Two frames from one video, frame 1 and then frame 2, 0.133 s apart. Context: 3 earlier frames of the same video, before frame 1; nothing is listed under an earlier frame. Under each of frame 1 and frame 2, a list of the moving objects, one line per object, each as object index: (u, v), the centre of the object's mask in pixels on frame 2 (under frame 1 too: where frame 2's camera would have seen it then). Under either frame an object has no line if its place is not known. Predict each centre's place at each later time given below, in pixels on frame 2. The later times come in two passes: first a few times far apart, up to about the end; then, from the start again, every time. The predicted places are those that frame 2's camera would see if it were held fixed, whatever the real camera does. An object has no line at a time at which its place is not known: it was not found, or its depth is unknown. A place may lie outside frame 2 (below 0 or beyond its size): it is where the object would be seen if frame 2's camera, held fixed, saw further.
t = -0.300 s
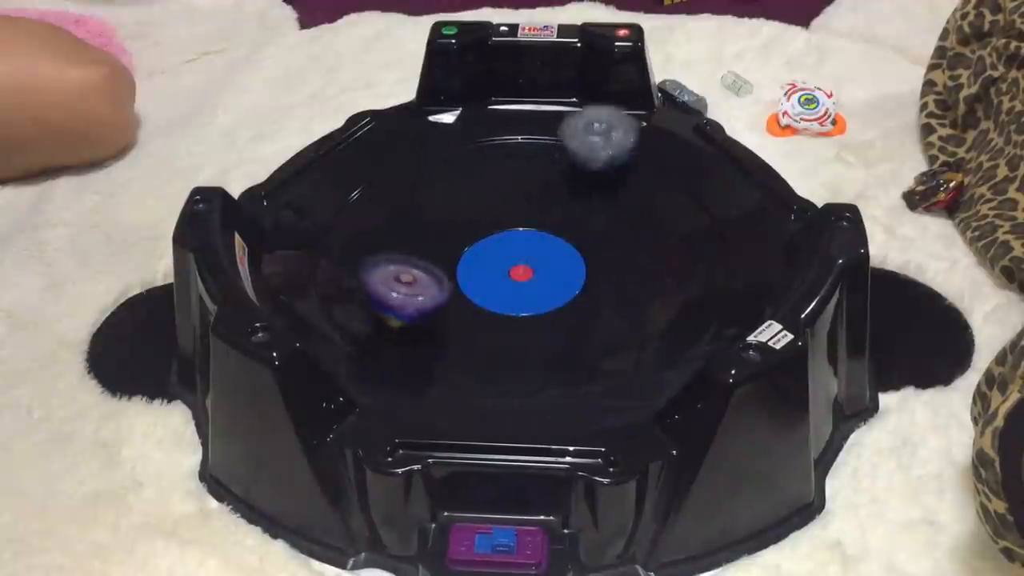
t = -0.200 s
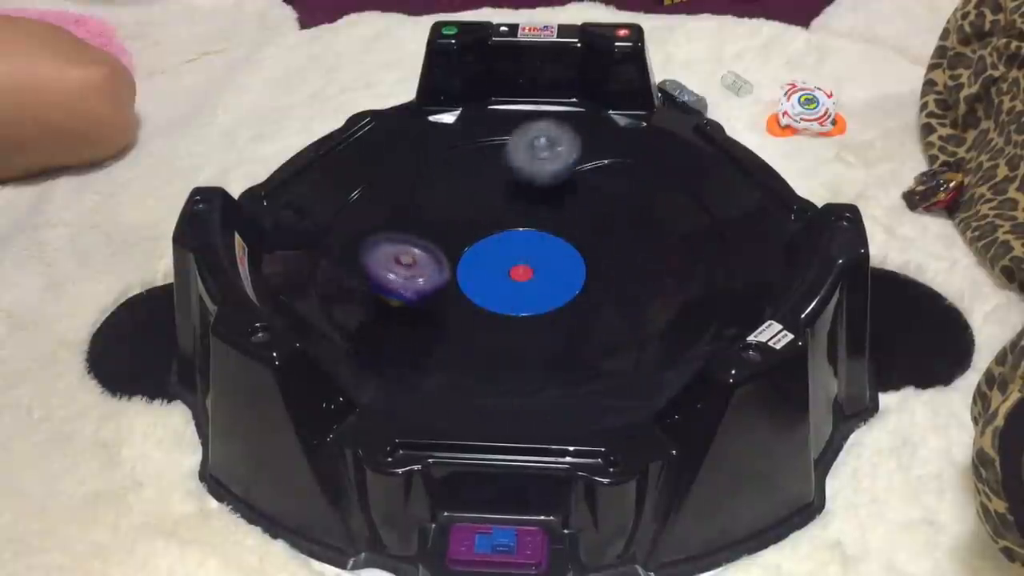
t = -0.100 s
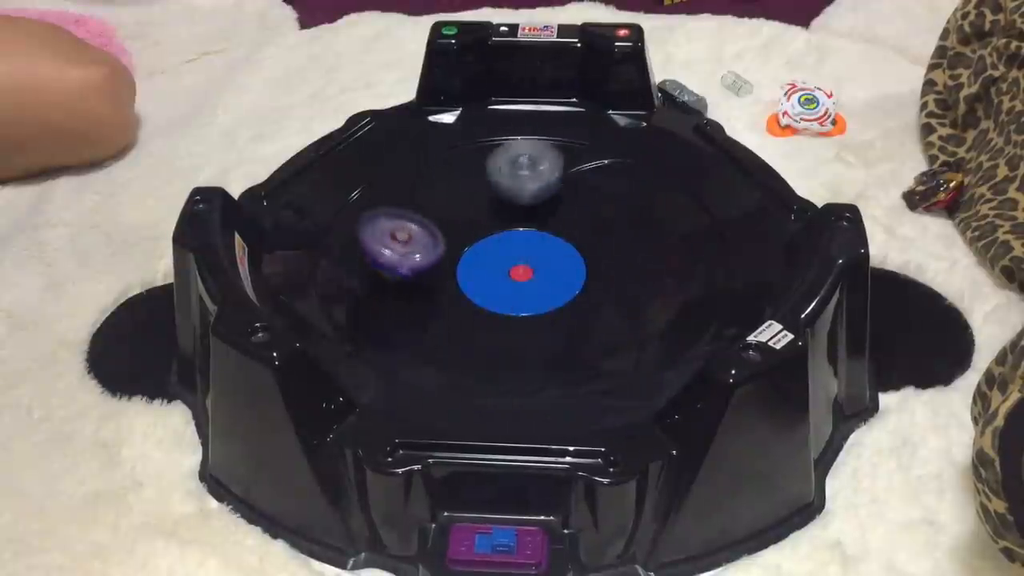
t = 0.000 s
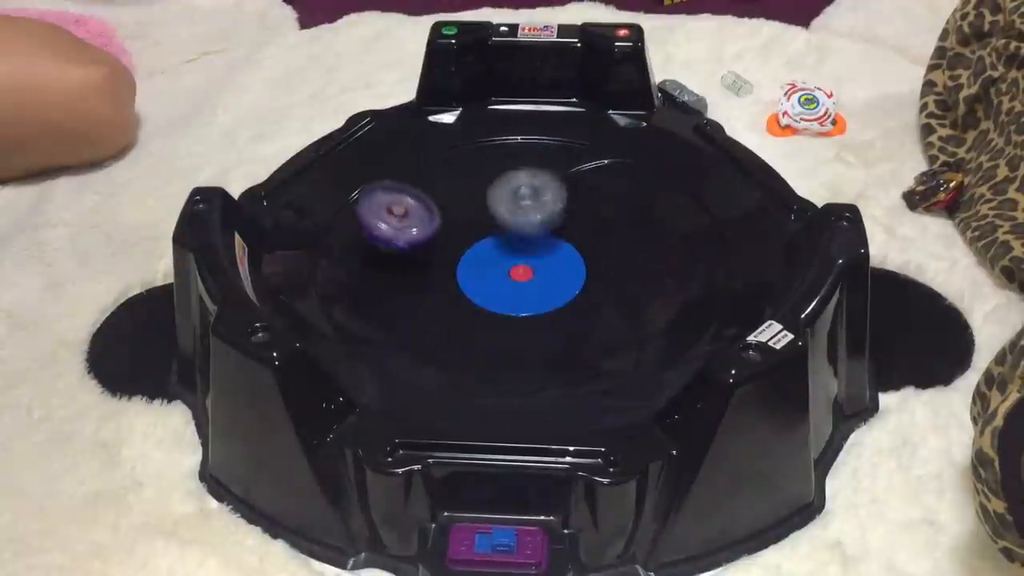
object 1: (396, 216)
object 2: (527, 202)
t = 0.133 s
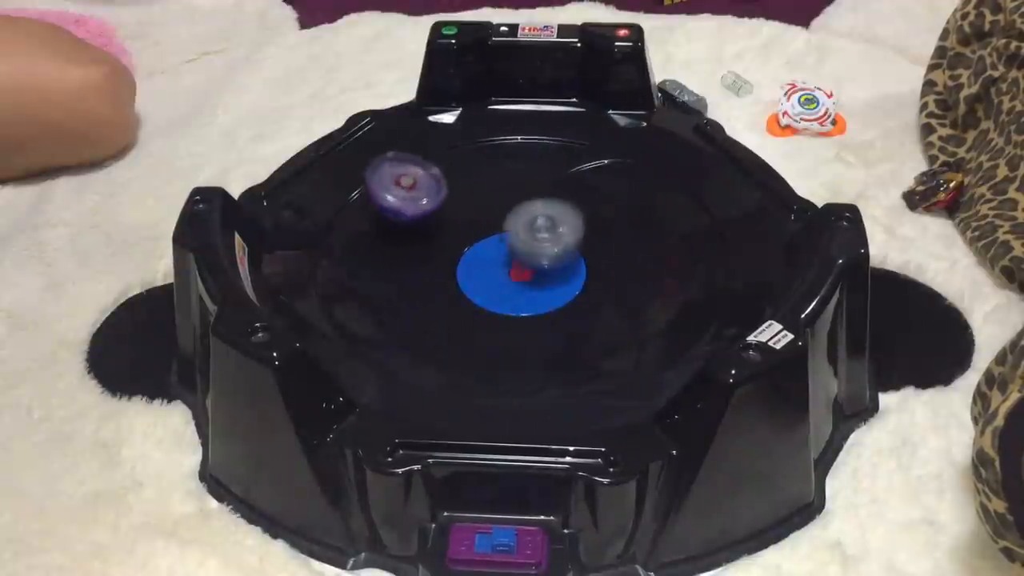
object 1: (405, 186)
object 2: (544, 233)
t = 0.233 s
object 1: (417, 167)
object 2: (569, 249)
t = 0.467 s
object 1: (451, 154)
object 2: (641, 260)
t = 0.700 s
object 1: (523, 146)
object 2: (644, 239)
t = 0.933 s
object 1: (590, 158)
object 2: (579, 249)
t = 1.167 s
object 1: (639, 184)
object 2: (512, 279)
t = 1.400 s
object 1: (658, 228)
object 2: (505, 316)
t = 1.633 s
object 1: (639, 275)
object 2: (525, 303)
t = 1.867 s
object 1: (583, 313)
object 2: (503, 260)
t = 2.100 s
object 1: (508, 324)
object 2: (451, 244)
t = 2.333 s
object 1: (440, 303)
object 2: (425, 239)
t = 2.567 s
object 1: (379, 288)
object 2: (454, 224)
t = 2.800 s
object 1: (393, 271)
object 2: (476, 218)
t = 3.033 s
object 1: (413, 234)
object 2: (513, 209)
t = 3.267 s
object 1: (452, 191)
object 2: (560, 198)
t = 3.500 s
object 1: (465, 191)
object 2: (620, 184)
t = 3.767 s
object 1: (492, 205)
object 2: (615, 188)
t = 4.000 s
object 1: (484, 230)
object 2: (603, 228)
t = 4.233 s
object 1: (458, 257)
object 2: (653, 254)
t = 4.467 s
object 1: (445, 264)
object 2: (641, 259)
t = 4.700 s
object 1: (435, 262)
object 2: (569, 272)
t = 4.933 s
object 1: (433, 250)
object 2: (518, 286)
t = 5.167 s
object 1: (443, 234)
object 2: (527, 283)
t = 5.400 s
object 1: (463, 217)
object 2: (537, 258)
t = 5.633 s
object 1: (492, 202)
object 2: (584, 264)
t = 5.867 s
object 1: (525, 212)
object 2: (594, 257)
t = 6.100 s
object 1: (534, 225)
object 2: (596, 270)
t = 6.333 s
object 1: (524, 233)
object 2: (619, 310)
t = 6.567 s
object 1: (482, 223)
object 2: (632, 309)
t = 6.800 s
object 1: (459, 234)
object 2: (619, 287)
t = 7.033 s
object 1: (460, 233)
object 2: (560, 240)
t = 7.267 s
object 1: (431, 225)
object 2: (521, 210)
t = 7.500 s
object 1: (413, 210)
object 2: (520, 208)
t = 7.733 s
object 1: (429, 200)
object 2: (536, 225)
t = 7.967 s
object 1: (463, 207)
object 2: (559, 249)
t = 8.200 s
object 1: (485, 230)
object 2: (571, 258)
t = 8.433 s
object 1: (479, 252)
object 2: (572, 265)
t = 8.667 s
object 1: (458, 256)
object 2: (563, 264)
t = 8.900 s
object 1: (438, 238)
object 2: (578, 254)
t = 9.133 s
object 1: (452, 217)
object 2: (533, 244)
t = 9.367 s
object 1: (442, 182)
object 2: (561, 279)
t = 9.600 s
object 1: (476, 187)
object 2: (546, 311)
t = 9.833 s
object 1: (506, 224)
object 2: (528, 315)
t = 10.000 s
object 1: (512, 233)
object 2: (504, 315)
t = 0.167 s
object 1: (408, 179)
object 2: (551, 238)
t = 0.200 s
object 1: (412, 173)
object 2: (559, 245)
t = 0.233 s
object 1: (417, 167)
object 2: (569, 249)
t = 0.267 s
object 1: (422, 162)
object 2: (579, 252)
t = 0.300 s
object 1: (426, 159)
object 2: (589, 254)
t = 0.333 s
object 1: (430, 157)
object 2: (600, 257)
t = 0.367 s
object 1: (434, 157)
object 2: (611, 259)
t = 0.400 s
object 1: (438, 156)
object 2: (622, 260)
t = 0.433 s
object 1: (444, 155)
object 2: (632, 261)
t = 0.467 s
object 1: (451, 154)
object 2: (641, 260)
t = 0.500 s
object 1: (460, 153)
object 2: (650, 258)
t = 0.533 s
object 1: (472, 151)
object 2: (655, 255)
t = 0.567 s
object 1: (481, 148)
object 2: (658, 252)
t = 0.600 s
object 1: (491, 147)
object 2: (659, 248)
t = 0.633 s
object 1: (502, 147)
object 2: (657, 245)
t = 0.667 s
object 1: (512, 147)
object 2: (652, 243)
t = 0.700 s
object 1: (523, 146)
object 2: (644, 239)
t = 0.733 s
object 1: (533, 146)
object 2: (635, 238)
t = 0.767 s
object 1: (544, 147)
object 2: (624, 237)
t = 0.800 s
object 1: (555, 148)
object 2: (613, 238)
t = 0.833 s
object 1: (564, 152)
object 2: (602, 239)
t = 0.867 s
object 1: (573, 154)
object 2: (590, 242)
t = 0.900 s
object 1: (582, 156)
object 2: (584, 244)
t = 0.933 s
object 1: (590, 158)
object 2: (579, 249)
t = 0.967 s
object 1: (598, 159)
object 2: (569, 251)
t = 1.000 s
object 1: (606, 163)
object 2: (557, 253)
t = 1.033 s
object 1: (614, 166)
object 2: (544, 255)
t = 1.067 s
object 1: (621, 170)
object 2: (534, 260)
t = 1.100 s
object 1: (628, 174)
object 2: (523, 265)
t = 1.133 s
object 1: (633, 179)
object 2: (516, 271)
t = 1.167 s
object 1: (639, 184)
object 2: (512, 279)
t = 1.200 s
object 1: (644, 190)
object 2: (509, 285)
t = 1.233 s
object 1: (648, 195)
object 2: (508, 291)
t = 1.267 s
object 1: (652, 201)
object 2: (506, 297)
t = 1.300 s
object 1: (655, 207)
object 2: (504, 303)
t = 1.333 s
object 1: (657, 214)
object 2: (503, 308)
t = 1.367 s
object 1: (658, 221)
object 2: (504, 312)
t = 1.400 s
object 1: (658, 228)
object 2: (505, 316)
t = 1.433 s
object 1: (658, 235)
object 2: (508, 318)
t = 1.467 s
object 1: (657, 242)
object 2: (512, 319)
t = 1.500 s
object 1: (654, 249)
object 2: (517, 317)
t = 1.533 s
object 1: (652, 255)
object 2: (520, 316)
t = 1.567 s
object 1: (648, 262)
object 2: (523, 313)
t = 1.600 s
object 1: (643, 269)
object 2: (524, 309)
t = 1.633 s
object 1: (639, 275)
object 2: (525, 303)
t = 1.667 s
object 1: (634, 281)
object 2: (524, 297)
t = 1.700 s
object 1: (627, 287)
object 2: (522, 291)
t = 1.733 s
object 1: (621, 293)
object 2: (518, 286)
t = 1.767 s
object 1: (614, 298)
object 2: (515, 279)
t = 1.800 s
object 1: (604, 303)
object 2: (513, 273)
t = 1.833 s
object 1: (596, 308)
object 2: (509, 268)
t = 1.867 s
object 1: (583, 313)
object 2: (503, 260)
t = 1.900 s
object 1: (574, 316)
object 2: (496, 256)
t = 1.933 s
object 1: (564, 321)
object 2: (488, 250)
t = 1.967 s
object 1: (553, 323)
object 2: (480, 248)
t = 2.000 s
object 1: (541, 325)
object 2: (471, 246)
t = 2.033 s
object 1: (529, 326)
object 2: (462, 245)
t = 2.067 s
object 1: (519, 325)
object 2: (455, 244)
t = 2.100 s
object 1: (508, 324)
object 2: (451, 244)
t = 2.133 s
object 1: (497, 322)
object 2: (444, 243)
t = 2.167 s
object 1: (486, 320)
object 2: (440, 242)
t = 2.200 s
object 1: (476, 318)
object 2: (436, 241)
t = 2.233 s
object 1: (465, 315)
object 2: (431, 241)
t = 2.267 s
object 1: (456, 312)
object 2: (428, 241)
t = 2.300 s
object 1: (448, 308)
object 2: (426, 241)
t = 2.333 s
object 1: (440, 303)
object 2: (425, 239)
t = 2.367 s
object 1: (433, 300)
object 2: (425, 239)
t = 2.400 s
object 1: (424, 298)
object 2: (429, 238)
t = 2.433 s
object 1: (414, 296)
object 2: (432, 237)
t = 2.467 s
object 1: (405, 293)
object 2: (437, 234)
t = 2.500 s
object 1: (395, 291)
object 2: (443, 230)
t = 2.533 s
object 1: (386, 290)
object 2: (449, 228)
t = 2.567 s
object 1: (379, 288)
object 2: (454, 224)
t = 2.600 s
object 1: (376, 286)
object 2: (460, 221)
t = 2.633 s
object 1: (377, 284)
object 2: (465, 219)
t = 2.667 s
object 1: (380, 280)
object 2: (468, 217)
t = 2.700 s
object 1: (386, 277)
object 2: (471, 217)
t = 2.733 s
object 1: (389, 275)
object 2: (472, 217)
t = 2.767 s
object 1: (391, 272)
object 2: (473, 216)
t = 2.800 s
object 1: (393, 271)
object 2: (476, 218)
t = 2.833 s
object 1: (392, 268)
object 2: (480, 218)
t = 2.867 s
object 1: (392, 264)
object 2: (486, 217)
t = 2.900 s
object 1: (395, 259)
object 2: (493, 215)
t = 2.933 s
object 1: (400, 251)
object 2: (499, 214)
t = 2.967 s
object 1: (405, 246)
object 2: (504, 212)
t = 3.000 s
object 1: (409, 240)
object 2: (508, 210)
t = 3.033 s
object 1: (413, 234)
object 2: (513, 209)
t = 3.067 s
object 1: (419, 227)
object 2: (518, 207)
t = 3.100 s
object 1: (425, 219)
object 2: (522, 205)
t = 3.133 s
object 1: (435, 212)
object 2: (526, 203)
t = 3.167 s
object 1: (444, 206)
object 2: (531, 201)
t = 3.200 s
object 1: (451, 199)
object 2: (535, 199)
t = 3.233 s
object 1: (452, 194)
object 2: (547, 198)
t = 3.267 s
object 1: (452, 191)
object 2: (560, 198)
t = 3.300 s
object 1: (453, 189)
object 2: (572, 197)
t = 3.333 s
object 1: (454, 189)
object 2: (583, 195)
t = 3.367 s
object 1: (456, 189)
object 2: (594, 192)
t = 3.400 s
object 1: (458, 189)
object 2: (602, 191)
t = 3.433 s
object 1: (460, 189)
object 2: (608, 189)
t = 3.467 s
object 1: (463, 190)
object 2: (615, 186)
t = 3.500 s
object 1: (465, 191)
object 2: (620, 184)
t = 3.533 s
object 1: (468, 192)
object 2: (624, 182)
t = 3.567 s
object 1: (472, 194)
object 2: (626, 181)
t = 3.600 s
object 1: (475, 195)
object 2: (627, 180)
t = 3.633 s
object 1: (479, 197)
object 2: (627, 180)
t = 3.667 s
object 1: (482, 198)
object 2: (627, 181)
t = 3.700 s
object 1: (486, 200)
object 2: (624, 183)
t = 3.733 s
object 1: (489, 202)
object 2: (620, 186)
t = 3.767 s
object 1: (492, 205)
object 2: (615, 188)
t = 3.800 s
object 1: (495, 207)
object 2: (609, 192)
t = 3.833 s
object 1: (496, 211)
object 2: (604, 195)
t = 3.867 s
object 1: (499, 215)
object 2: (598, 202)
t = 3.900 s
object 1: (501, 218)
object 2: (591, 209)
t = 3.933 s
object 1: (502, 222)
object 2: (586, 216)
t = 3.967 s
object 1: (491, 226)
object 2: (596, 222)
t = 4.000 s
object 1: (484, 230)
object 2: (603, 228)
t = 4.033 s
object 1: (479, 233)
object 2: (611, 233)
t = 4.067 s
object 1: (474, 239)
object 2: (618, 239)
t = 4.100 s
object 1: (470, 241)
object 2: (626, 243)
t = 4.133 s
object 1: (466, 245)
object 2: (634, 246)
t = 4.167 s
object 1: (463, 250)
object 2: (642, 250)
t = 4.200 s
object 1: (459, 253)
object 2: (647, 252)
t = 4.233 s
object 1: (458, 257)
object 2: (653, 254)
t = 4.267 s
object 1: (458, 257)
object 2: (657, 255)
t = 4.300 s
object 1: (459, 260)
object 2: (658, 256)
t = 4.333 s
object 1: (457, 260)
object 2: (658, 256)
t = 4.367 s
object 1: (454, 261)
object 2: (658, 257)
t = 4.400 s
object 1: (450, 263)
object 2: (653, 258)
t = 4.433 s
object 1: (448, 264)
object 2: (648, 258)
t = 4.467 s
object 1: (445, 264)
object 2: (641, 259)
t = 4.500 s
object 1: (442, 265)
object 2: (634, 260)
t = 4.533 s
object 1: (441, 265)
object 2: (625, 261)
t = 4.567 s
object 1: (439, 264)
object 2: (614, 263)
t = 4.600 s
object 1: (437, 264)
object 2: (605, 264)
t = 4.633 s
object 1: (437, 263)
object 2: (593, 267)
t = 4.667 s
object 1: (436, 263)
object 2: (580, 270)
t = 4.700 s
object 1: (435, 262)
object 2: (569, 272)
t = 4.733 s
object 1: (435, 260)
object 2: (560, 275)
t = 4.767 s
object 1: (436, 259)
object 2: (552, 276)
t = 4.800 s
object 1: (436, 258)
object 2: (542, 277)
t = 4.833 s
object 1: (437, 258)
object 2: (530, 279)
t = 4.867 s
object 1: (436, 255)
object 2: (524, 281)
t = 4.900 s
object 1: (433, 252)
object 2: (520, 284)
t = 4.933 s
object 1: (433, 250)
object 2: (518, 286)
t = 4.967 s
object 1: (433, 248)
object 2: (517, 287)
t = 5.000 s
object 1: (434, 246)
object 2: (518, 286)
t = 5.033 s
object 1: (438, 244)
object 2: (519, 286)
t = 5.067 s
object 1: (441, 243)
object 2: (521, 285)
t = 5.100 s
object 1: (444, 242)
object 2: (524, 283)
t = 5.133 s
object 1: (444, 238)
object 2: (525, 283)
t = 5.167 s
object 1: (443, 234)
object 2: (527, 283)
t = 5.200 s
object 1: (443, 230)
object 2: (530, 281)
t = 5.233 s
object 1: (444, 227)
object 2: (535, 278)
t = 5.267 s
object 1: (446, 225)
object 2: (538, 277)
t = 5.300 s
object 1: (449, 223)
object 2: (542, 273)
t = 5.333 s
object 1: (454, 220)
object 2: (543, 267)
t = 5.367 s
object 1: (459, 219)
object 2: (541, 264)
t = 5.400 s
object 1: (463, 217)
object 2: (537, 258)
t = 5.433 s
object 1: (464, 212)
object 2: (538, 257)
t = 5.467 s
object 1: (466, 208)
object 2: (541, 259)
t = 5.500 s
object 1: (470, 205)
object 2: (549, 261)
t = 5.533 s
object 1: (476, 204)
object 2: (560, 263)
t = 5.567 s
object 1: (481, 203)
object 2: (569, 264)
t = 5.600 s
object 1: (487, 202)
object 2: (577, 265)
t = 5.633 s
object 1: (492, 202)
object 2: (584, 264)
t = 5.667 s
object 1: (497, 204)
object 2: (588, 264)
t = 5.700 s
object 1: (502, 203)
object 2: (592, 263)
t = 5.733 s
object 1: (507, 204)
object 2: (594, 263)
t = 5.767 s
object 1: (512, 205)
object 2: (596, 262)
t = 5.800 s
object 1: (516, 207)
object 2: (596, 261)
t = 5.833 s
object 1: (521, 209)
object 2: (596, 259)
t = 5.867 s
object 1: (525, 212)
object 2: (594, 257)
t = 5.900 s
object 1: (527, 213)
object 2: (593, 257)
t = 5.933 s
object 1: (529, 213)
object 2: (594, 260)
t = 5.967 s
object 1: (530, 215)
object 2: (595, 264)
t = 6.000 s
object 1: (532, 217)
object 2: (596, 265)
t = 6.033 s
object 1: (533, 220)
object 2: (597, 267)
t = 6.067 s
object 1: (533, 223)
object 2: (596, 269)
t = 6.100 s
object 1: (534, 225)
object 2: (596, 270)
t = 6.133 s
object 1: (532, 227)
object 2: (598, 275)
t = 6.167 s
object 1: (530, 228)
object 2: (601, 279)
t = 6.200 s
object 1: (527, 230)
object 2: (606, 284)
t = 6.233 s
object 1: (525, 235)
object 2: (608, 290)
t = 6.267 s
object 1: (514, 241)
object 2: (611, 297)
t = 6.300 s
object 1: (508, 234)
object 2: (615, 305)
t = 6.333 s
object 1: (524, 233)
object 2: (619, 310)
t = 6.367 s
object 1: (521, 244)
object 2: (624, 314)
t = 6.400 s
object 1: (501, 239)
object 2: (630, 317)
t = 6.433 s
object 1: (495, 231)
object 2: (636, 318)
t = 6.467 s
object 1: (492, 225)
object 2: (632, 315)
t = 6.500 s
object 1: (489, 221)
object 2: (631, 313)
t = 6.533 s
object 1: (487, 221)
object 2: (632, 312)
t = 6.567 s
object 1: (482, 223)
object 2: (632, 309)
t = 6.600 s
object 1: (478, 225)
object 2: (632, 307)
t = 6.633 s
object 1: (474, 226)
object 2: (633, 303)
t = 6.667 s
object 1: (470, 228)
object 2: (633, 301)
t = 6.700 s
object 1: (466, 229)
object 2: (629, 299)
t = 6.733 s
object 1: (464, 231)
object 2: (626, 295)
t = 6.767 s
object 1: (461, 233)
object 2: (624, 291)
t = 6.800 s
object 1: (459, 234)
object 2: (619, 287)
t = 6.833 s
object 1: (458, 234)
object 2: (613, 281)
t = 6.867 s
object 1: (458, 234)
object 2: (607, 274)
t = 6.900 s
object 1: (459, 234)
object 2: (599, 266)
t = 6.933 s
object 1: (460, 234)
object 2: (590, 259)
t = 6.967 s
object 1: (460, 234)
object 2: (581, 253)
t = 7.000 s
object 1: (460, 233)
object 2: (572, 247)
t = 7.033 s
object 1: (460, 233)
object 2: (560, 240)
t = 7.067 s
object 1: (460, 232)
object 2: (550, 233)
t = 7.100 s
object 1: (455, 230)
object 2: (545, 228)
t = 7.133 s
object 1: (450, 230)
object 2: (537, 224)
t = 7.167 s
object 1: (446, 229)
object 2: (533, 220)
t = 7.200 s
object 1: (440, 228)
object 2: (532, 217)
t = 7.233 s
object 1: (435, 227)
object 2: (528, 212)
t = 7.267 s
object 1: (431, 225)
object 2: (521, 210)
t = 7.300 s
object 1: (429, 224)
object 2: (514, 207)
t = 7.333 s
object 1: (425, 221)
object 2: (508, 206)
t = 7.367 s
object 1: (419, 219)
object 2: (510, 205)
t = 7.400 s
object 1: (415, 217)
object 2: (512, 205)
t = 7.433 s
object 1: (414, 215)
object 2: (515, 206)
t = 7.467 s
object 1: (413, 212)
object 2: (517, 206)
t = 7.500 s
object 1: (413, 210)
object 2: (520, 208)
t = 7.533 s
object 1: (413, 207)
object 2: (524, 208)
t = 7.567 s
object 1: (415, 206)
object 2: (525, 209)
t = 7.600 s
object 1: (417, 204)
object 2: (527, 212)
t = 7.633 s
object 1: (419, 202)
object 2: (529, 216)
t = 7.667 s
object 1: (422, 201)
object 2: (533, 218)
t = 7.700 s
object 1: (425, 201)
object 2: (535, 221)
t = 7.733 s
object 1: (429, 200)
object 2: (536, 225)
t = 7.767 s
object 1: (433, 200)
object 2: (540, 229)
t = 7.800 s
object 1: (438, 200)
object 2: (543, 232)
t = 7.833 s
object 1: (443, 202)
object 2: (547, 234)
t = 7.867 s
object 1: (448, 202)
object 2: (549, 239)
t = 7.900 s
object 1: (453, 204)
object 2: (552, 244)
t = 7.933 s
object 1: (459, 205)
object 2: (557, 247)
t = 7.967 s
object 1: (463, 207)
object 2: (559, 249)
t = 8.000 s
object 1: (469, 210)
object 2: (561, 252)
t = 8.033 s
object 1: (474, 215)
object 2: (565, 255)
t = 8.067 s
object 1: (477, 217)
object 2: (568, 254)
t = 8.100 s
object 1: (482, 221)
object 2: (568, 255)
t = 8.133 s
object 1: (485, 225)
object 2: (566, 256)
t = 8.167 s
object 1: (485, 227)
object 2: (569, 258)
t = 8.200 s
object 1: (485, 230)
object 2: (571, 258)
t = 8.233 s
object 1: (486, 232)
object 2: (572, 262)
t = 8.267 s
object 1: (486, 236)
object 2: (574, 263)
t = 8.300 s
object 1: (486, 240)
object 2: (575, 263)
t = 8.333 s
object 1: (485, 244)
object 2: (573, 265)
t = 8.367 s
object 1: (484, 247)
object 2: (574, 266)
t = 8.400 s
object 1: (481, 249)
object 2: (574, 264)
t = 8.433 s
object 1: (479, 252)
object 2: (572, 265)
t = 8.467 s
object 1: (474, 254)
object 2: (572, 267)
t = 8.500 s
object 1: (473, 255)
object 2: (569, 266)
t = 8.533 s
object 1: (470, 257)
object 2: (566, 268)
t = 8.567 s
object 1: (469, 258)
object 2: (564, 267)
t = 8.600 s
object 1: (465, 259)
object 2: (557, 265)
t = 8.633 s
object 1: (463, 257)
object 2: (556, 265)
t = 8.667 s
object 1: (458, 256)
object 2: (563, 264)
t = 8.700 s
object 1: (453, 254)
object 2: (567, 262)
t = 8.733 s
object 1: (448, 253)
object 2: (574, 263)
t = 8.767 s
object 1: (444, 250)
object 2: (579, 259)
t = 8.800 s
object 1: (442, 248)
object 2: (581, 260)
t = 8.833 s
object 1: (440, 245)
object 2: (582, 256)
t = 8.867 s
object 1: (438, 241)
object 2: (580, 254)
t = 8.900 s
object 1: (438, 238)
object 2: (578, 254)
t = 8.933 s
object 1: (438, 235)
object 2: (576, 250)
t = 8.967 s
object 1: (439, 232)
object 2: (571, 248)
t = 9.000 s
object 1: (441, 229)
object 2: (565, 245)
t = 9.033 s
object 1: (443, 225)
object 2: (555, 243)
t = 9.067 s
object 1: (446, 223)
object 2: (547, 242)
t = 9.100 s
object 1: (450, 221)
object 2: (539, 242)
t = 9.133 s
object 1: (452, 217)
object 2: (533, 244)
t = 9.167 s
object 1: (443, 209)
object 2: (539, 248)
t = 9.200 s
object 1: (437, 201)
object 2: (545, 257)
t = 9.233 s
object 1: (433, 194)
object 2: (549, 260)
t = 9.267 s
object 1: (434, 190)
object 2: (551, 264)
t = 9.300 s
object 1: (435, 187)
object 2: (556, 269)
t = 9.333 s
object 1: (438, 184)
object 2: (557, 275)
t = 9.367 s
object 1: (442, 182)
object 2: (561, 279)
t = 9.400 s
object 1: (446, 181)
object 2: (558, 284)
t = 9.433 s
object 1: (451, 180)
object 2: (559, 290)
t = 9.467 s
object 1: (455, 181)
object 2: (556, 294)
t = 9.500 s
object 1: (460, 181)
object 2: (554, 301)
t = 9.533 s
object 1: (465, 182)
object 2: (552, 304)
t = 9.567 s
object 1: (470, 183)
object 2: (549, 309)
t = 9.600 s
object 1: (476, 187)
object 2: (546, 311)
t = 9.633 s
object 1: (481, 190)
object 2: (543, 314)
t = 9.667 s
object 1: (486, 193)
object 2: (540, 315)
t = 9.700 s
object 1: (491, 198)
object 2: (538, 318)
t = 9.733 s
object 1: (495, 205)
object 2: (536, 317)
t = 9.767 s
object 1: (500, 210)
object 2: (534, 319)
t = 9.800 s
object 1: (503, 217)
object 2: (530, 315)
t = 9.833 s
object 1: (506, 224)
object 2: (528, 315)
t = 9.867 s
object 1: (508, 232)
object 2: (523, 310)
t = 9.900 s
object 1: (512, 241)
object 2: (520, 309)
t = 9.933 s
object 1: (508, 240)
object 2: (513, 307)
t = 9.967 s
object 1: (504, 236)
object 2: (509, 312)
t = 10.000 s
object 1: (512, 233)
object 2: (504, 315)
